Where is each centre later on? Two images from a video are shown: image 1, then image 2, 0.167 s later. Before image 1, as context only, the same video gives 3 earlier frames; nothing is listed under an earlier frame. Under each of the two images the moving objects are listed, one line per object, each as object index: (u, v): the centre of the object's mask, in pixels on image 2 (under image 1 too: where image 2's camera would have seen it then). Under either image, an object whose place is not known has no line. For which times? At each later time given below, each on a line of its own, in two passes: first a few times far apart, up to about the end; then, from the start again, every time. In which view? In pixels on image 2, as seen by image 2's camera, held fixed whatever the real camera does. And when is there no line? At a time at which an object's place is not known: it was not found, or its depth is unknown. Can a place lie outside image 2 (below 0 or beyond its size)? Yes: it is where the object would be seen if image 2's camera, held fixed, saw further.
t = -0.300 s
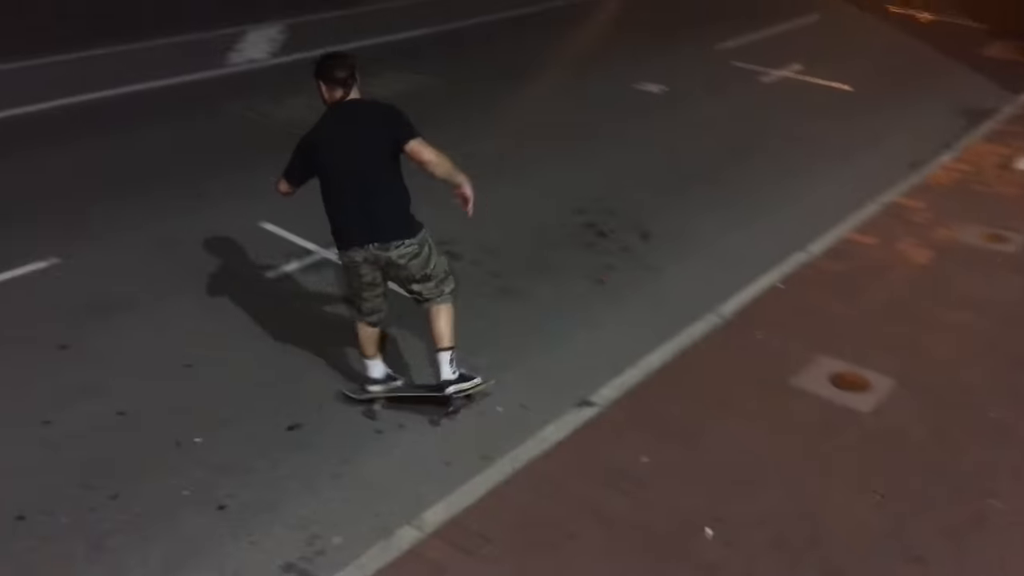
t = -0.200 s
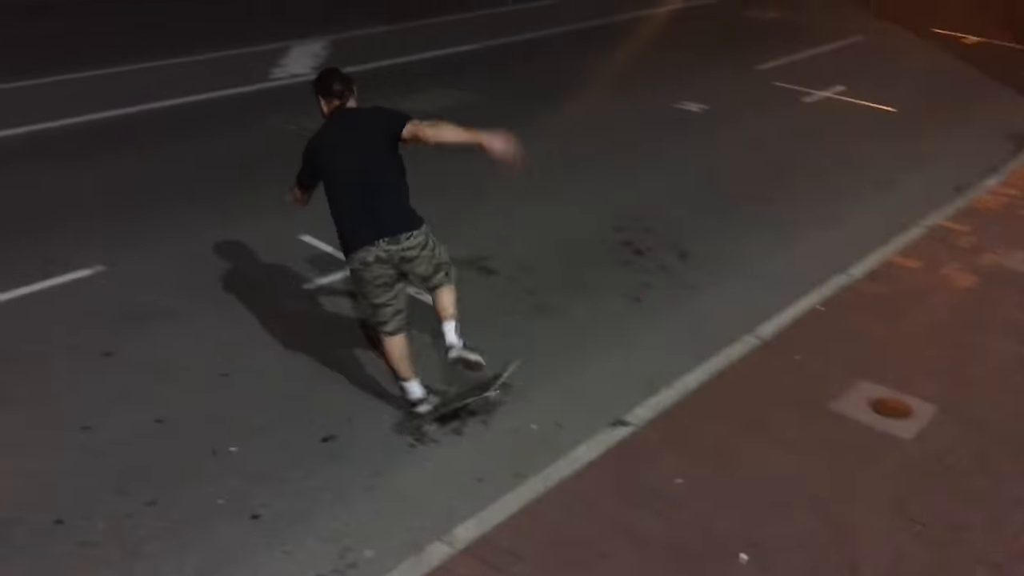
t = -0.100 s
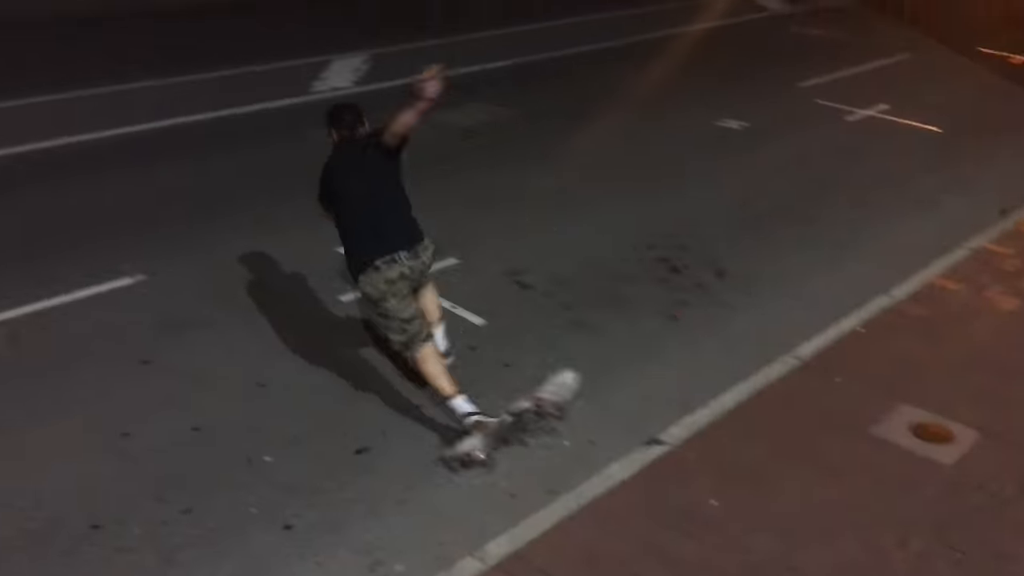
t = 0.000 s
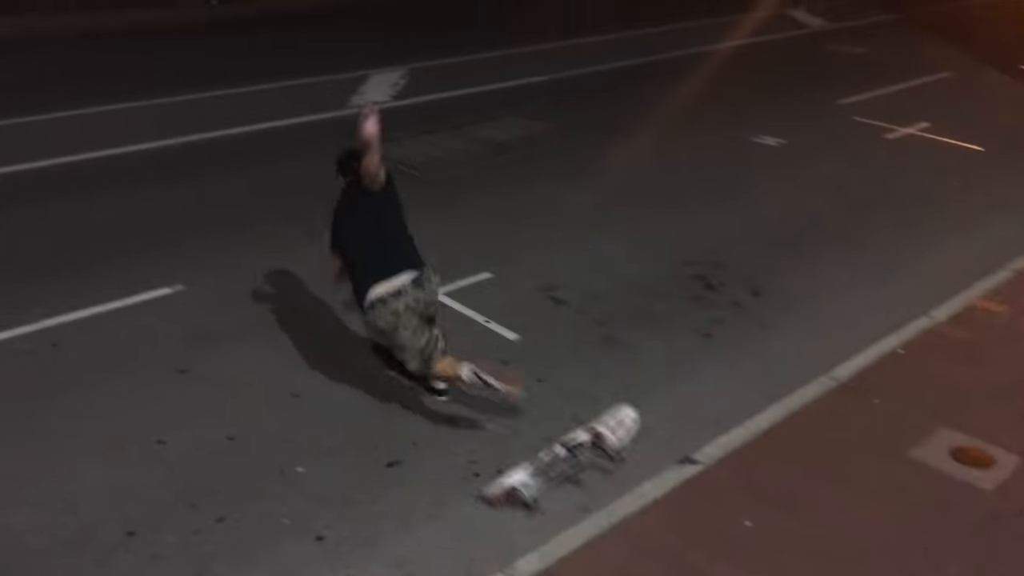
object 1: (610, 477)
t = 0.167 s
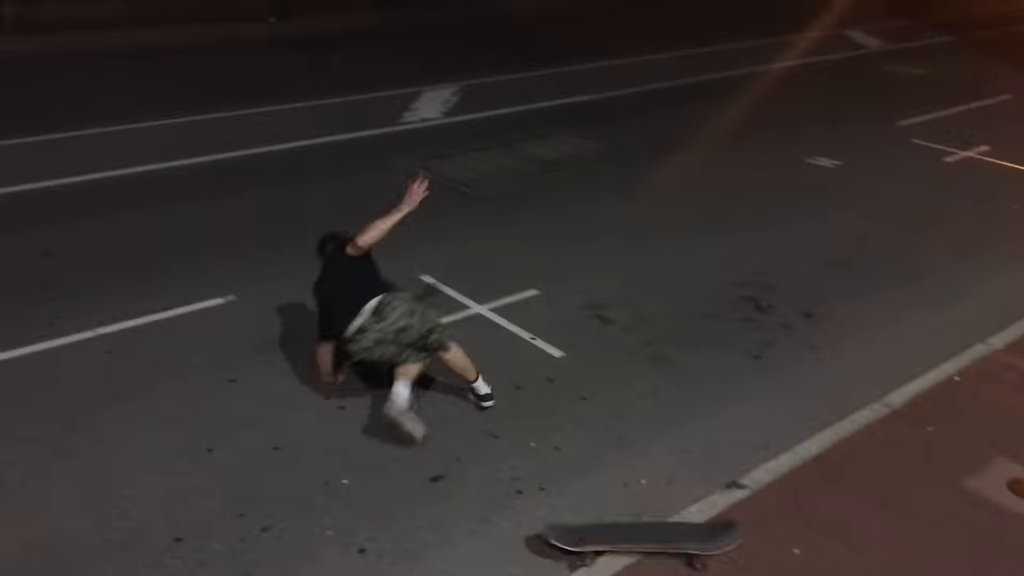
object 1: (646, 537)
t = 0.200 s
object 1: (649, 535)
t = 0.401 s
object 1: (683, 538)
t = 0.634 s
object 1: (707, 548)
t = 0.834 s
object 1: (722, 543)
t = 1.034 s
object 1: (735, 537)
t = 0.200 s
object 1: (649, 535)
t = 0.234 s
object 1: (656, 533)
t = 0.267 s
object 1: (662, 533)
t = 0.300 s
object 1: (668, 533)
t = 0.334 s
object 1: (673, 534)
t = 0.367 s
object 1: (679, 536)
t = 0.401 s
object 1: (683, 538)
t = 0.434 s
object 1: (689, 542)
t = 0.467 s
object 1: (693, 545)
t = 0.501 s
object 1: (696, 548)
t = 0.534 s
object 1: (696, 549)
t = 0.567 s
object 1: (700, 548)
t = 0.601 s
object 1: (705, 547)
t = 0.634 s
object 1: (707, 548)
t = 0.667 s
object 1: (710, 547)
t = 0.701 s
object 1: (712, 546)
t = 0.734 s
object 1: (714, 545)
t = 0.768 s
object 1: (717, 544)
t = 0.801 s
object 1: (720, 544)
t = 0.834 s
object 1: (722, 543)
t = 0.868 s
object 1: (725, 541)
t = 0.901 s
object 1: (727, 541)
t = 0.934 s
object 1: (729, 540)
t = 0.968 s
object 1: (732, 539)
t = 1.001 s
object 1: (734, 538)
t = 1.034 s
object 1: (735, 537)
